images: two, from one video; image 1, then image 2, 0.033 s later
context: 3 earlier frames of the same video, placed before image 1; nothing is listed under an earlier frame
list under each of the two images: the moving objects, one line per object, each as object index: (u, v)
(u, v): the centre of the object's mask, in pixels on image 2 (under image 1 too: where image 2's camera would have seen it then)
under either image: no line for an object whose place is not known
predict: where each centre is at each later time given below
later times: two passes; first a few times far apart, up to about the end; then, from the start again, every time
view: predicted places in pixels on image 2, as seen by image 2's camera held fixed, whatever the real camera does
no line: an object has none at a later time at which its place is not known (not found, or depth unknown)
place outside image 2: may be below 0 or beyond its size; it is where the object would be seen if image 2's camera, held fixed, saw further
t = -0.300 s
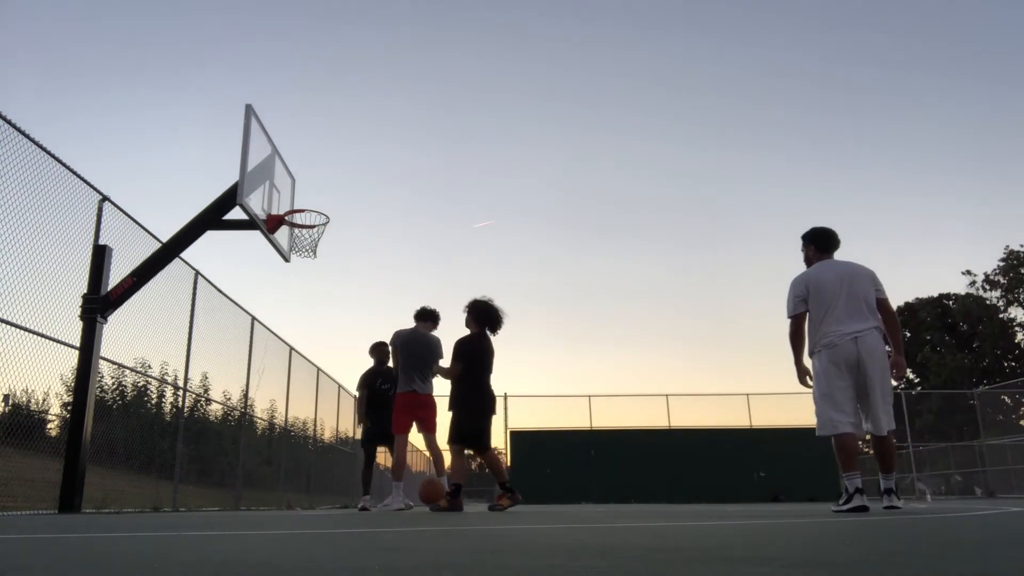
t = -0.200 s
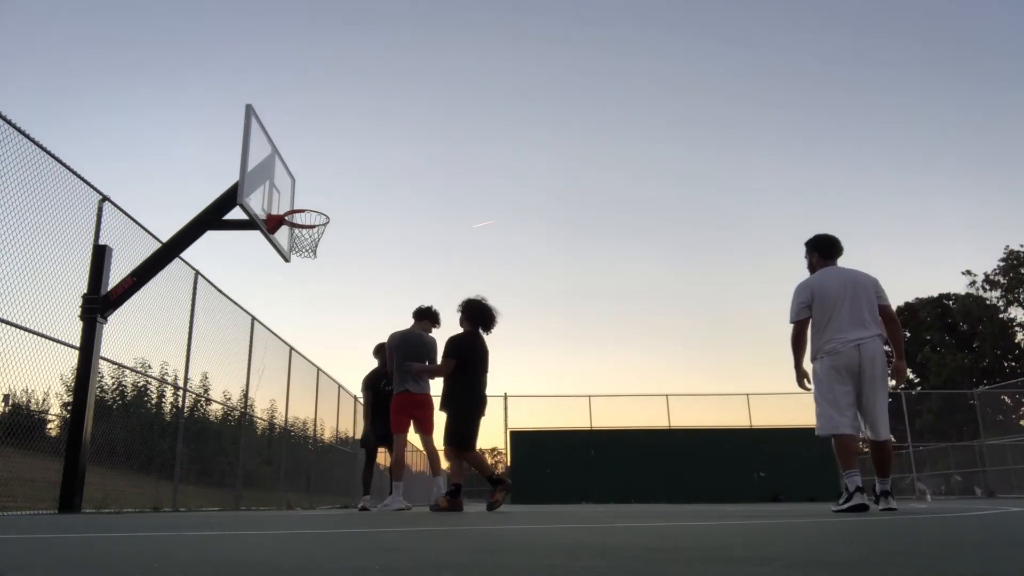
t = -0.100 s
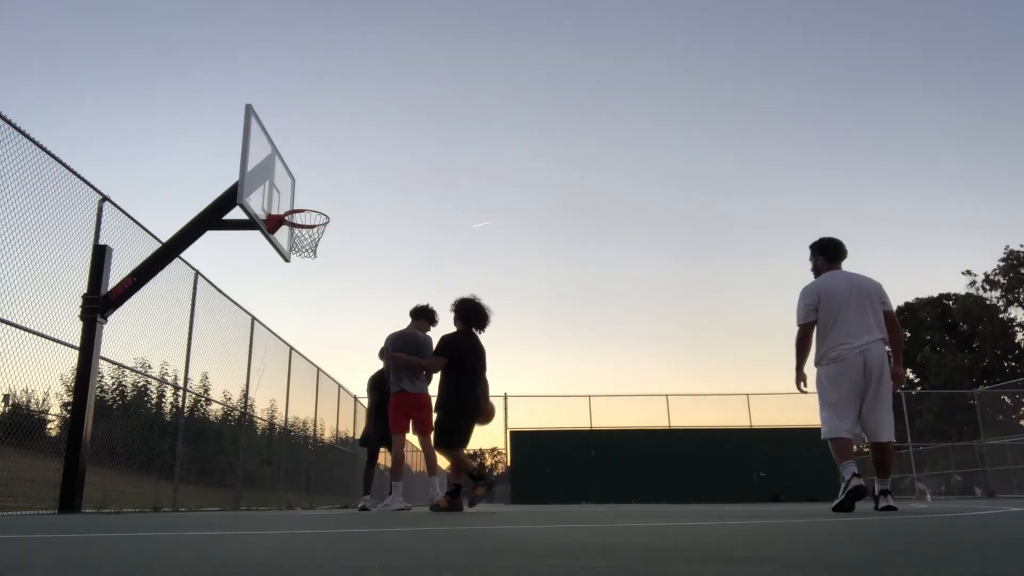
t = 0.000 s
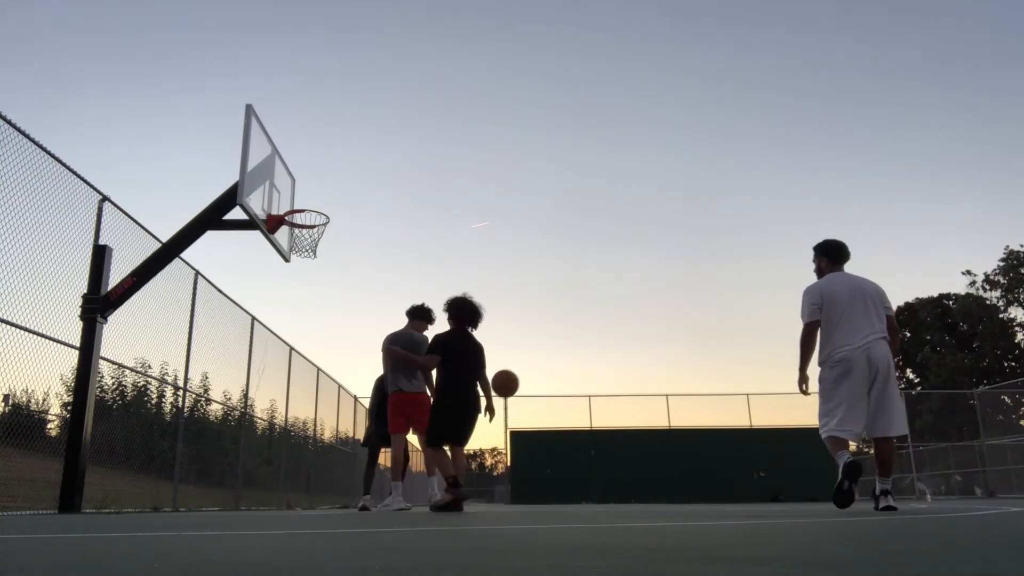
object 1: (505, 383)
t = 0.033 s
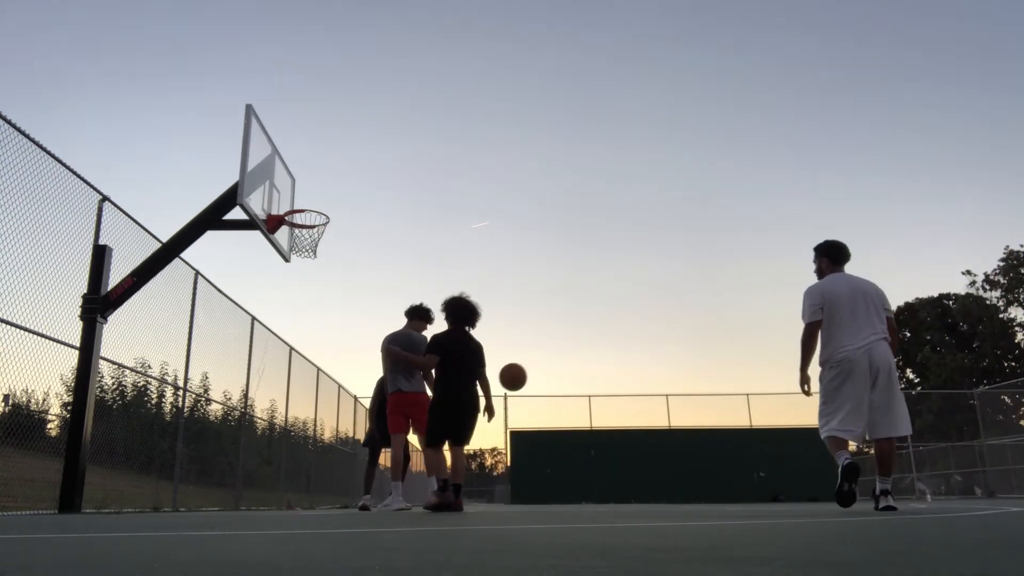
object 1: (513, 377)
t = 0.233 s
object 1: (562, 364)
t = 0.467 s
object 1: (623, 409)
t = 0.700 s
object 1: (693, 470)
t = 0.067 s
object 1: (521, 371)
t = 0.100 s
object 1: (529, 367)
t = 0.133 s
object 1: (537, 364)
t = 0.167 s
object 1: (545, 363)
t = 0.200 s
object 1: (553, 363)
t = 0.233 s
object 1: (562, 364)
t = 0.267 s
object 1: (570, 366)
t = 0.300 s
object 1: (579, 370)
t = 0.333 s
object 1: (587, 375)
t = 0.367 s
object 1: (596, 381)
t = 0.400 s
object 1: (605, 389)
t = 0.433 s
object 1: (614, 398)
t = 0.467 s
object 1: (623, 409)
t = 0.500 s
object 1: (633, 420)
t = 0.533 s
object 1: (643, 434)
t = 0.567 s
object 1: (653, 448)
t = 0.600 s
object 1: (664, 465)
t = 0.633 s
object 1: (674, 484)
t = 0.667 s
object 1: (684, 486)
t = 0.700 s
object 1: (693, 470)
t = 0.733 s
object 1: (701, 455)
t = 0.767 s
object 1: (711, 443)
